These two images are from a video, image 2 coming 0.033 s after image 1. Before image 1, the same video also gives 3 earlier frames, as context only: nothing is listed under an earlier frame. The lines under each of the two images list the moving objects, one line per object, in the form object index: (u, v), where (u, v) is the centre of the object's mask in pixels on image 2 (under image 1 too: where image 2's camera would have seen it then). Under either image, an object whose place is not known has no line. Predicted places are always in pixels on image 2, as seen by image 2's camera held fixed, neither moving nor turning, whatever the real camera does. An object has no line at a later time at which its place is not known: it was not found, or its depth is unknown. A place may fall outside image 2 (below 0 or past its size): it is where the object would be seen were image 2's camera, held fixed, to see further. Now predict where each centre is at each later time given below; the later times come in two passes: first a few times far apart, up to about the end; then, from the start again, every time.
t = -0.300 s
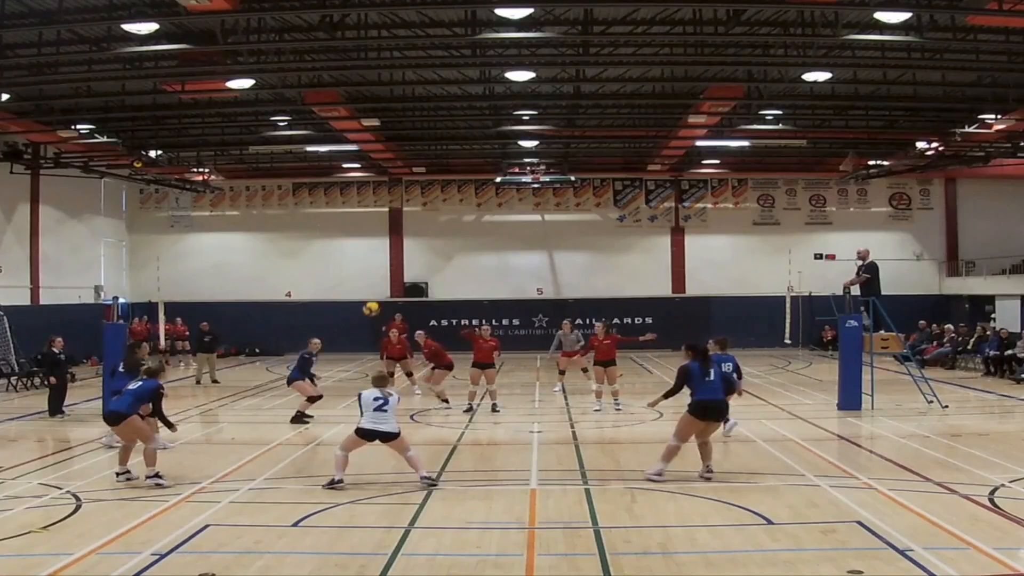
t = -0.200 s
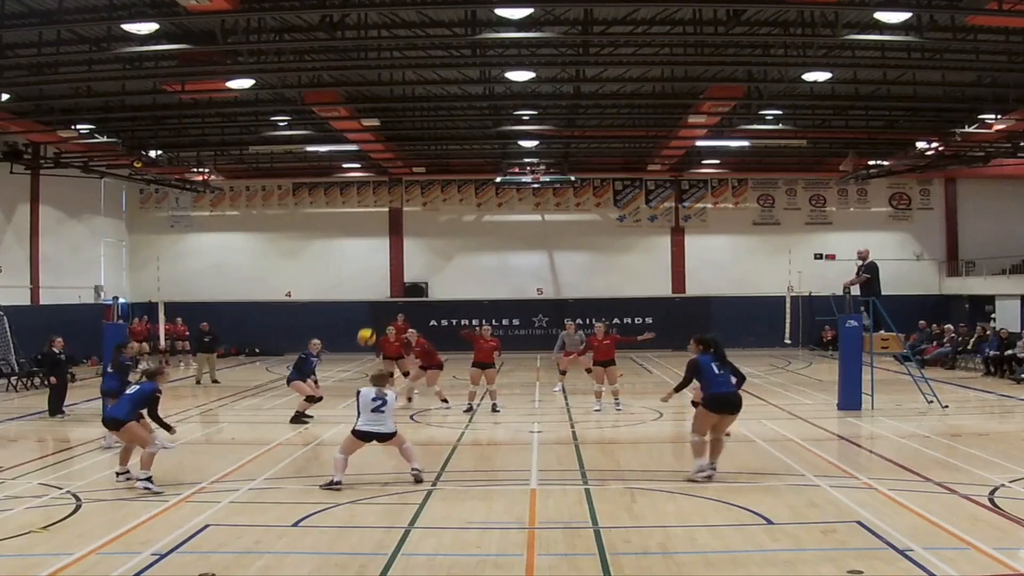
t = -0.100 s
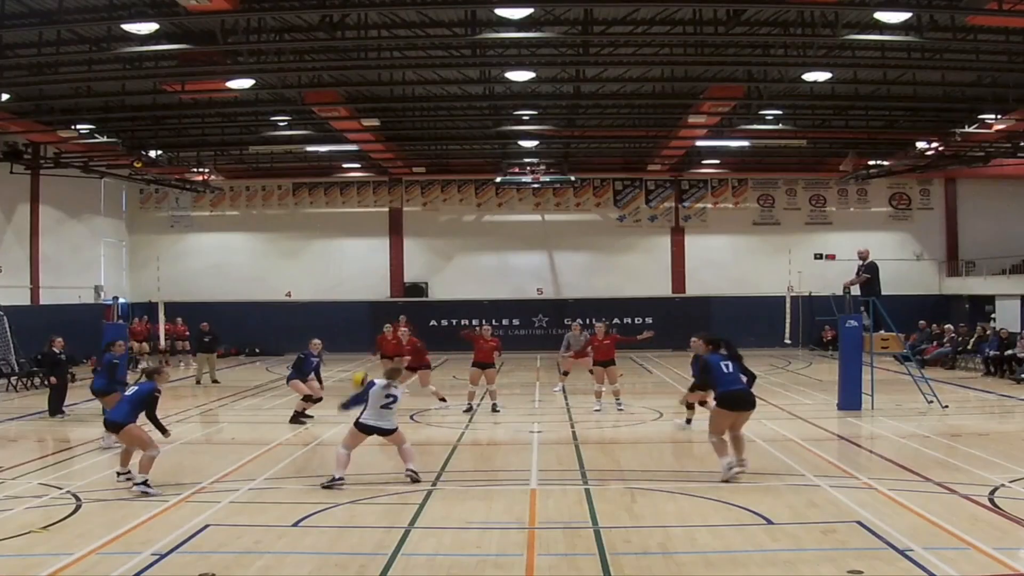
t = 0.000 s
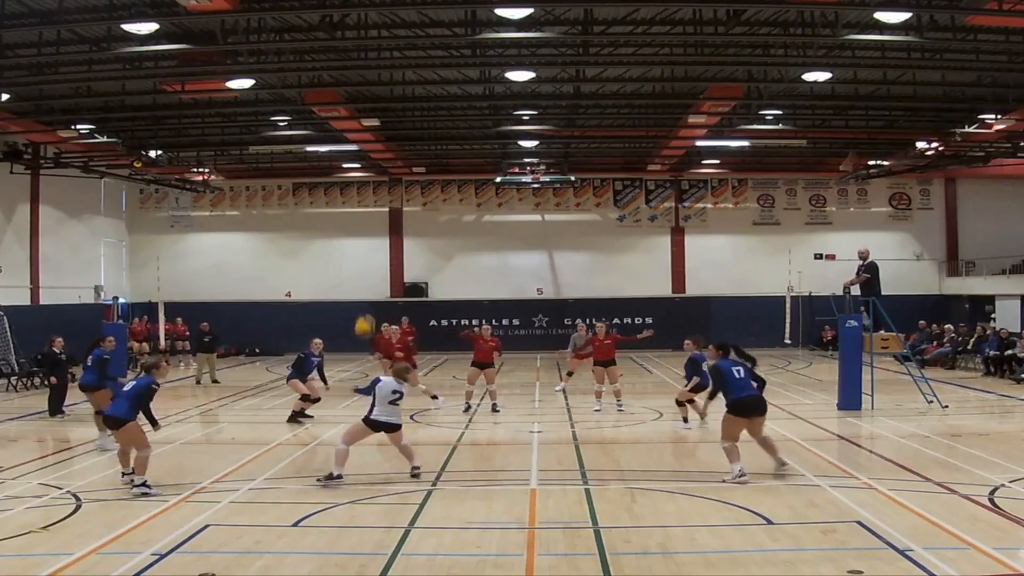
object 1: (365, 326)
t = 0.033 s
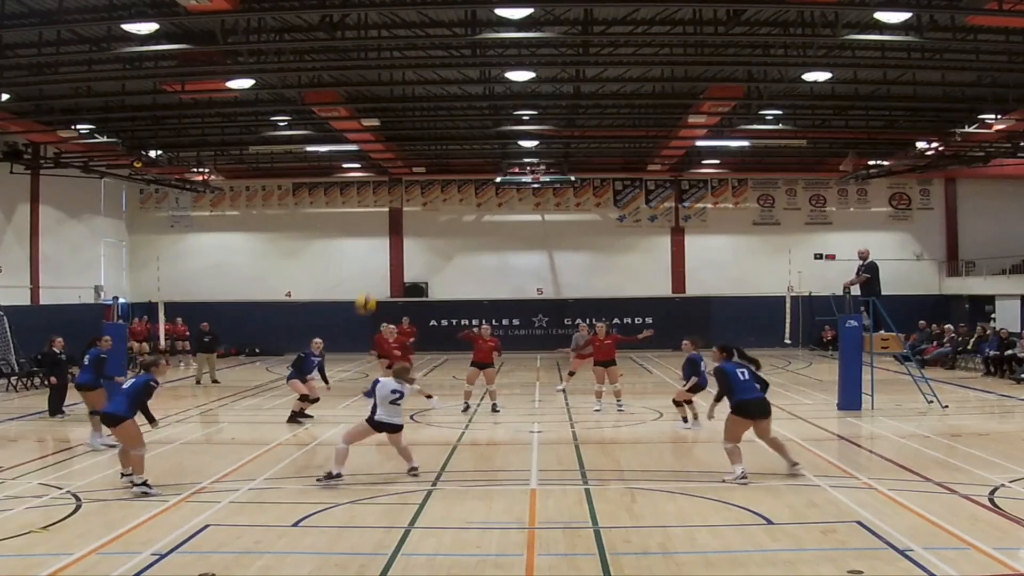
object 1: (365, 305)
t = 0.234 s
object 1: (373, 184)
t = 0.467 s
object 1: (382, 96)
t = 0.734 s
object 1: (392, 47)
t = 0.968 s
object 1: (400, 43)
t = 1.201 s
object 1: (409, 73)
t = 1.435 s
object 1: (416, 134)
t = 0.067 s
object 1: (367, 280)
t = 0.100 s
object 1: (368, 258)
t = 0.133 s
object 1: (369, 237)
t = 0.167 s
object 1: (370, 220)
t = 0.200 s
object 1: (372, 200)
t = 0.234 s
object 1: (373, 184)
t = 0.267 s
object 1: (374, 167)
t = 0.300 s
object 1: (375, 154)
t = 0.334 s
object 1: (377, 140)
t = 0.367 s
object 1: (378, 126)
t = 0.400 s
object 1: (380, 115)
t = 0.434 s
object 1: (380, 106)
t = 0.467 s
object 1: (382, 96)
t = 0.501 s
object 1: (383, 86)
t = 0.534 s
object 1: (384, 78)
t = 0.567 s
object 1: (386, 71)
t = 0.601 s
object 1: (387, 65)
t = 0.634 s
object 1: (388, 59)
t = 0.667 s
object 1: (390, 54)
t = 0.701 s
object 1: (390, 50)
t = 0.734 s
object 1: (392, 47)
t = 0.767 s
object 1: (393, 45)
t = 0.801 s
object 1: (395, 42)
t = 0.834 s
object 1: (396, 41)
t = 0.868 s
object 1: (397, 41)
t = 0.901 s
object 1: (398, 41)
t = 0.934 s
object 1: (399, 41)
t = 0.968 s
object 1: (400, 43)
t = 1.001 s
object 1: (402, 46)
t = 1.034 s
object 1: (402, 48)
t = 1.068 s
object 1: (403, 52)
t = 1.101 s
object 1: (405, 56)
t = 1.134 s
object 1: (406, 61)
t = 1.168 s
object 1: (407, 67)
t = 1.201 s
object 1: (409, 73)
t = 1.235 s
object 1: (410, 80)
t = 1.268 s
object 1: (411, 87)
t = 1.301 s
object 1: (412, 95)
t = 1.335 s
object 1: (413, 104)
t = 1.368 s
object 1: (414, 113)
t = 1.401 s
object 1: (415, 123)
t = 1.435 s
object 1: (416, 134)
